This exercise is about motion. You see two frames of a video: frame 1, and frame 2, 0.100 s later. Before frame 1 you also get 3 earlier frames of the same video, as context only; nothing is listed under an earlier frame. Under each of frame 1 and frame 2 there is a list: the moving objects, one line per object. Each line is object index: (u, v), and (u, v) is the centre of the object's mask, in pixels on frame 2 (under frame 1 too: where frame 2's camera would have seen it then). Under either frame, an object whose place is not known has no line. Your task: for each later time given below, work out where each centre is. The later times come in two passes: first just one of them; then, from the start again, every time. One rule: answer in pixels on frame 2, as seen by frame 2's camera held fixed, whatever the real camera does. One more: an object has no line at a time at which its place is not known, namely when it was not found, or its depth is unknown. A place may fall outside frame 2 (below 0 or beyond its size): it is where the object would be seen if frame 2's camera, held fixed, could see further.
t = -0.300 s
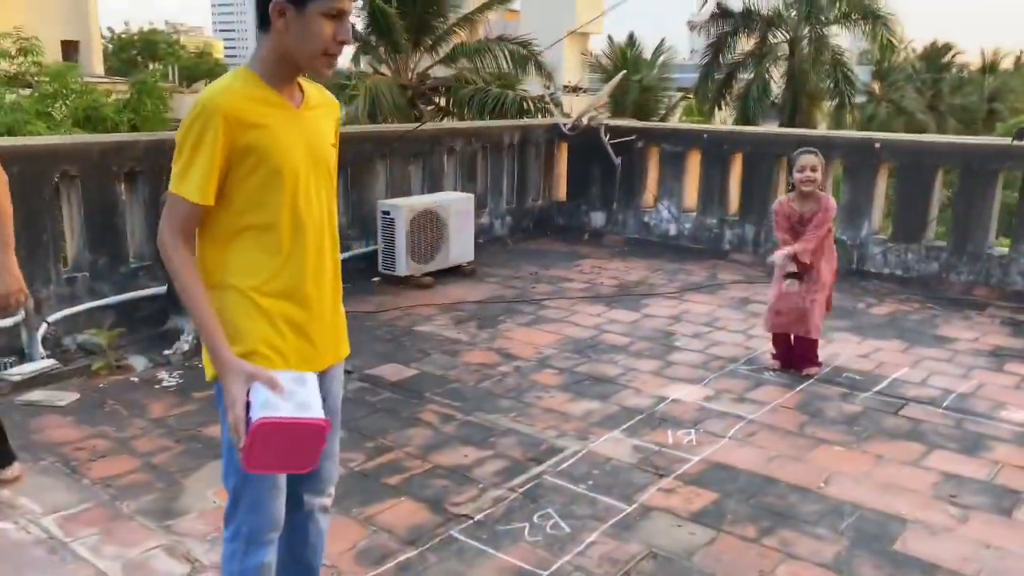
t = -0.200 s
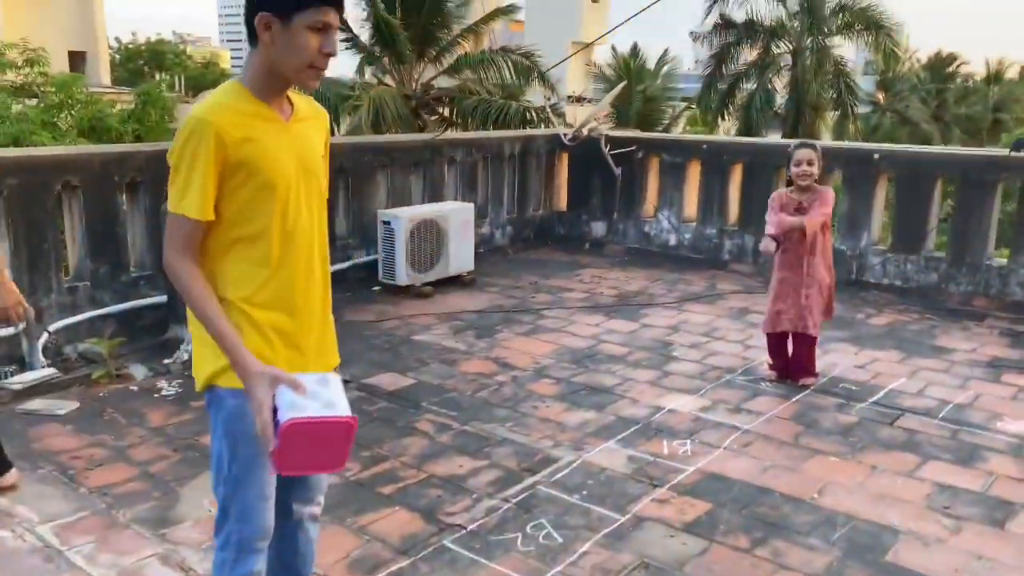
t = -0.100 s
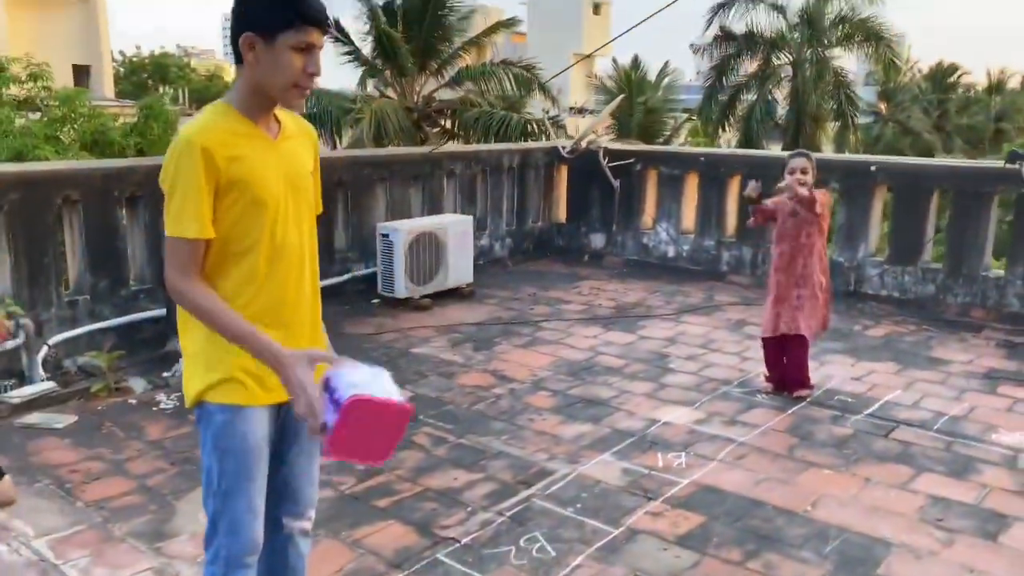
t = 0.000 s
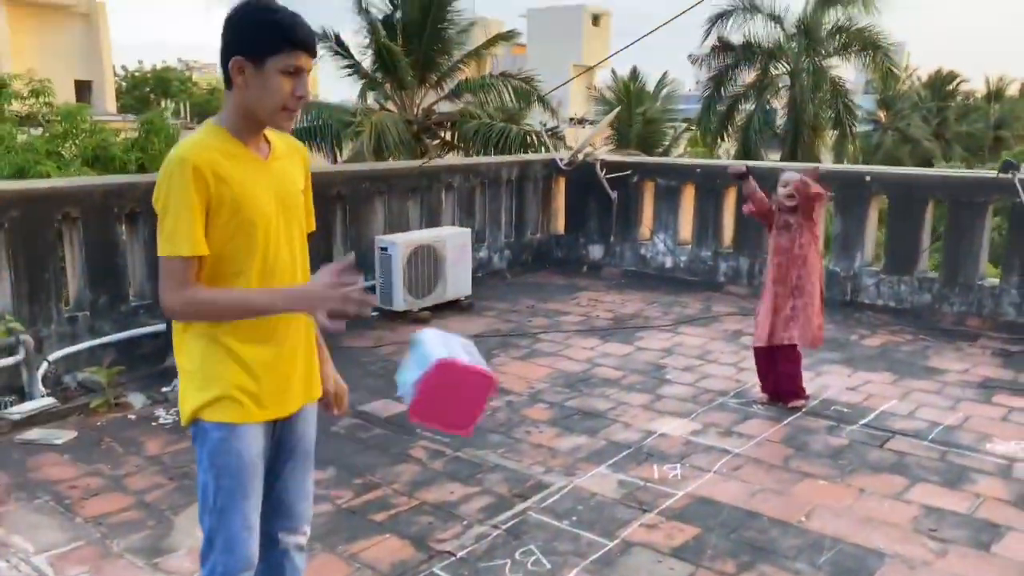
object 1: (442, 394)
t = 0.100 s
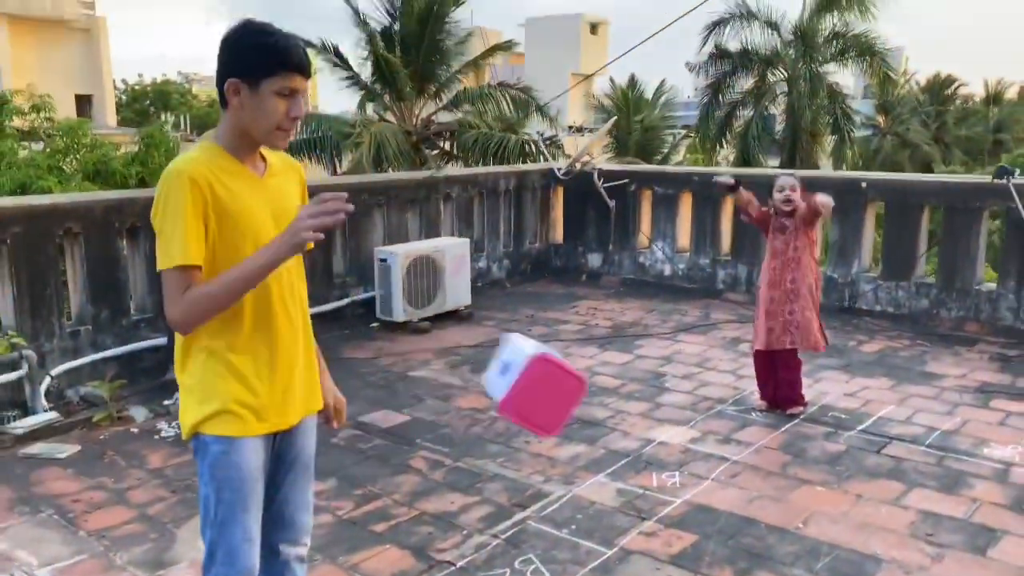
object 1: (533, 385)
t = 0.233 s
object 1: (647, 439)
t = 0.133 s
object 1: (564, 391)
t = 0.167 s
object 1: (592, 404)
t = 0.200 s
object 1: (619, 419)
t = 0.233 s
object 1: (647, 439)
